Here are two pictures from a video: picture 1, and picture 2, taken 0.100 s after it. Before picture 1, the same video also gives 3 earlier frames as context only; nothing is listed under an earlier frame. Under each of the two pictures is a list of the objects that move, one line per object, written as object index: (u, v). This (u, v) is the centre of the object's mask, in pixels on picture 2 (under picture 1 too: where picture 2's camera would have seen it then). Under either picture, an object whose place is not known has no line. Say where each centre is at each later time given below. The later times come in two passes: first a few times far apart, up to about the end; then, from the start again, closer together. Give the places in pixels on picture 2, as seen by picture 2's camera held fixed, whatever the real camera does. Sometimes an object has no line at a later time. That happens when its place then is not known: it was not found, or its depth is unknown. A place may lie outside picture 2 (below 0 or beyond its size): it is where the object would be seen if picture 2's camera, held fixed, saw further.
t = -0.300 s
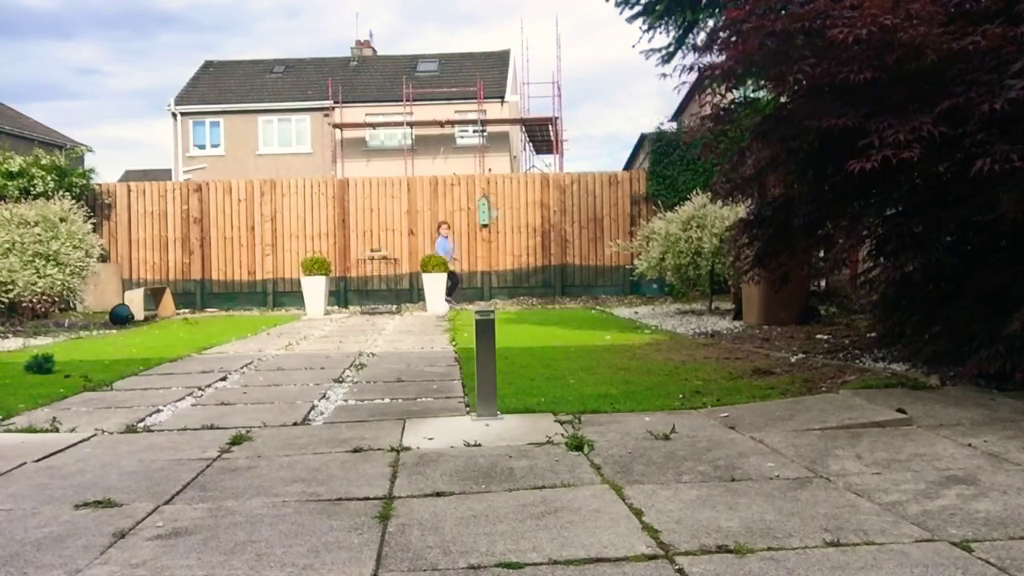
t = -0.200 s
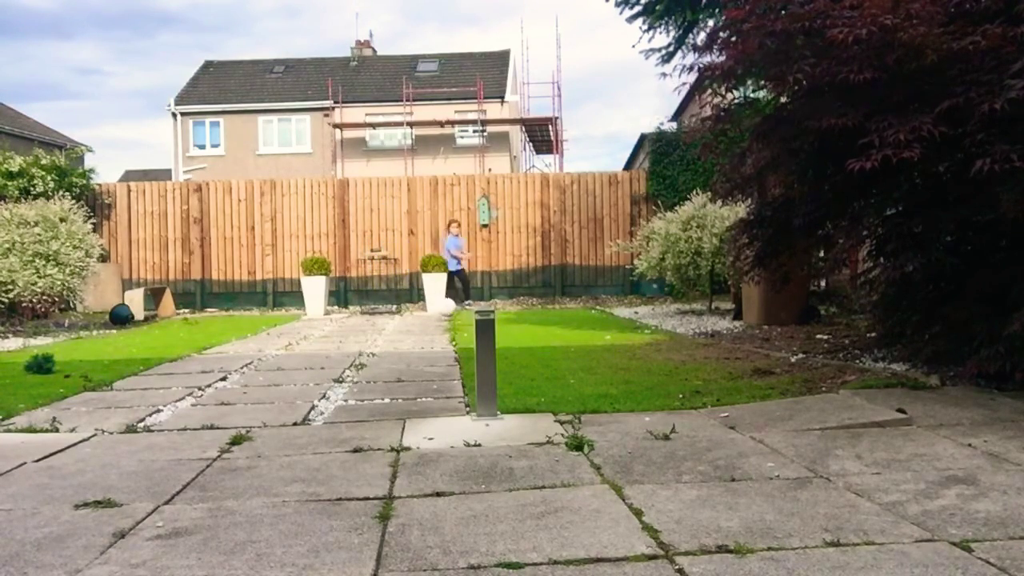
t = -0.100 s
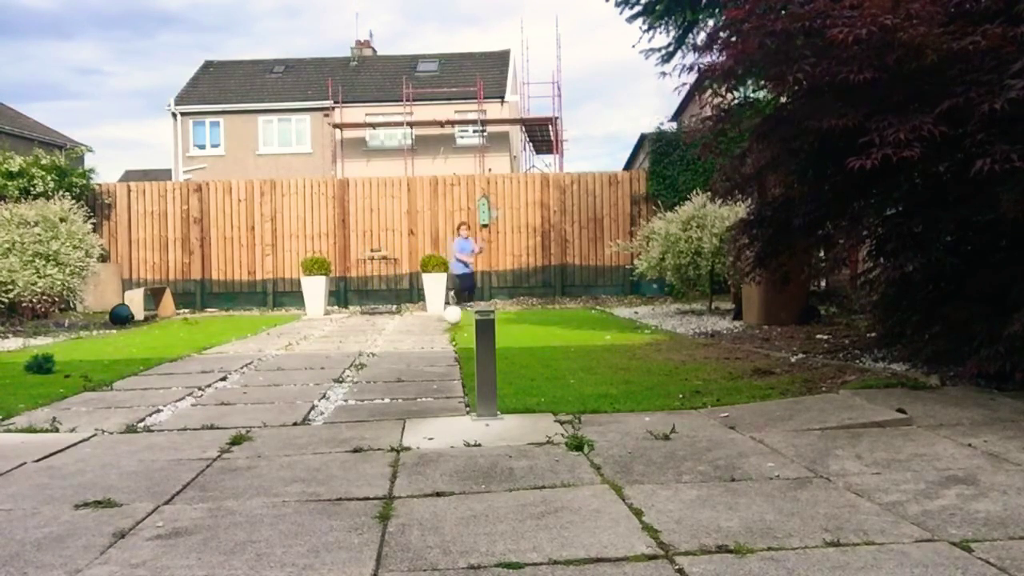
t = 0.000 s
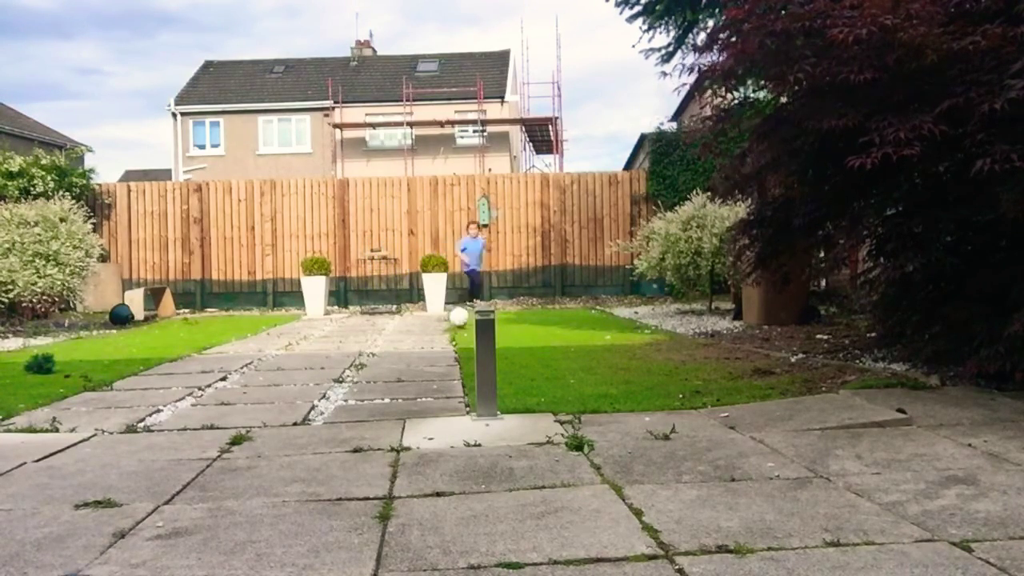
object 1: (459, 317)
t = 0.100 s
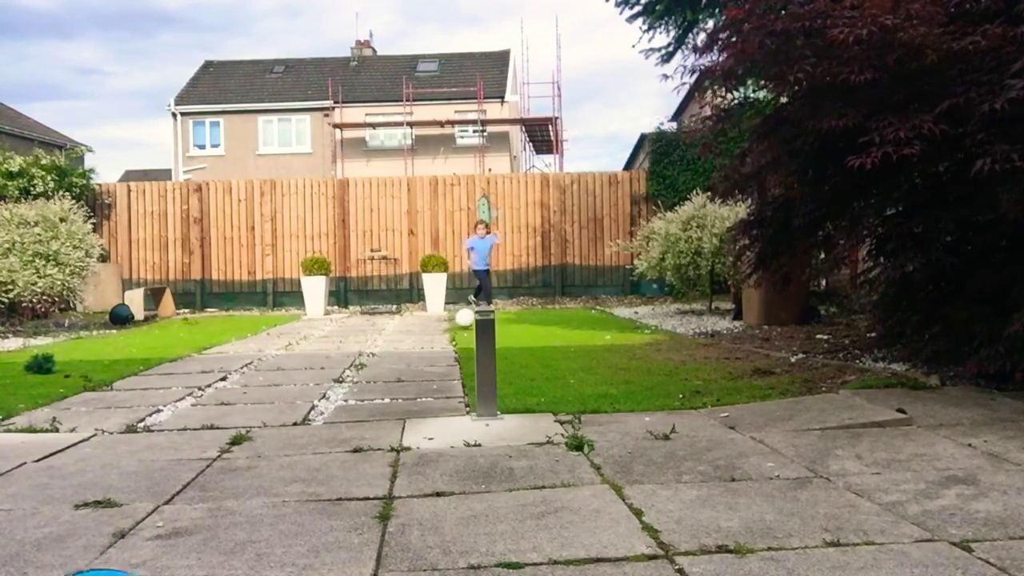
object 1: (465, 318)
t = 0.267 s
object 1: (470, 321)
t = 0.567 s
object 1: (497, 322)
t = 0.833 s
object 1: (504, 324)
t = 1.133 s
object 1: (516, 325)
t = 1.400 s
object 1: (525, 325)
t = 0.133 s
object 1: (466, 320)
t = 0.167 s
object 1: (467, 320)
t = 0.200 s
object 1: (468, 320)
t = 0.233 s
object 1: (469, 319)
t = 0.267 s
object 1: (470, 321)
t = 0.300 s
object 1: (471, 321)
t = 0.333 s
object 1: (471, 321)
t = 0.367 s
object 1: (472, 321)
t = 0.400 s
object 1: (473, 321)
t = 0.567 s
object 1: (497, 322)
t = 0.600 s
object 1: (498, 323)
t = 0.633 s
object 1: (499, 322)
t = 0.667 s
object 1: (500, 323)
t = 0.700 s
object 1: (500, 323)
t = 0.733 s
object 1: (501, 323)
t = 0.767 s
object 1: (502, 323)
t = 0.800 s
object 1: (503, 323)
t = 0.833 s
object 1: (504, 324)
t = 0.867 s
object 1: (505, 324)
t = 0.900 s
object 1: (507, 324)
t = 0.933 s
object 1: (508, 324)
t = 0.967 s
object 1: (510, 324)
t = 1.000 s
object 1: (511, 324)
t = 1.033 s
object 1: (512, 324)
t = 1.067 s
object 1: (514, 324)
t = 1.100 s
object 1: (515, 325)
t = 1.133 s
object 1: (516, 325)
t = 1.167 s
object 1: (518, 325)
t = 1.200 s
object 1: (519, 325)
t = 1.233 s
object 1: (520, 325)
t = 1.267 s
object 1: (521, 325)
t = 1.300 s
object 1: (522, 325)
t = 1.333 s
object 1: (523, 326)
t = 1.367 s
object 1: (524, 325)
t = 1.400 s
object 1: (525, 325)
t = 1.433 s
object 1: (526, 325)
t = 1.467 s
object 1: (527, 326)
